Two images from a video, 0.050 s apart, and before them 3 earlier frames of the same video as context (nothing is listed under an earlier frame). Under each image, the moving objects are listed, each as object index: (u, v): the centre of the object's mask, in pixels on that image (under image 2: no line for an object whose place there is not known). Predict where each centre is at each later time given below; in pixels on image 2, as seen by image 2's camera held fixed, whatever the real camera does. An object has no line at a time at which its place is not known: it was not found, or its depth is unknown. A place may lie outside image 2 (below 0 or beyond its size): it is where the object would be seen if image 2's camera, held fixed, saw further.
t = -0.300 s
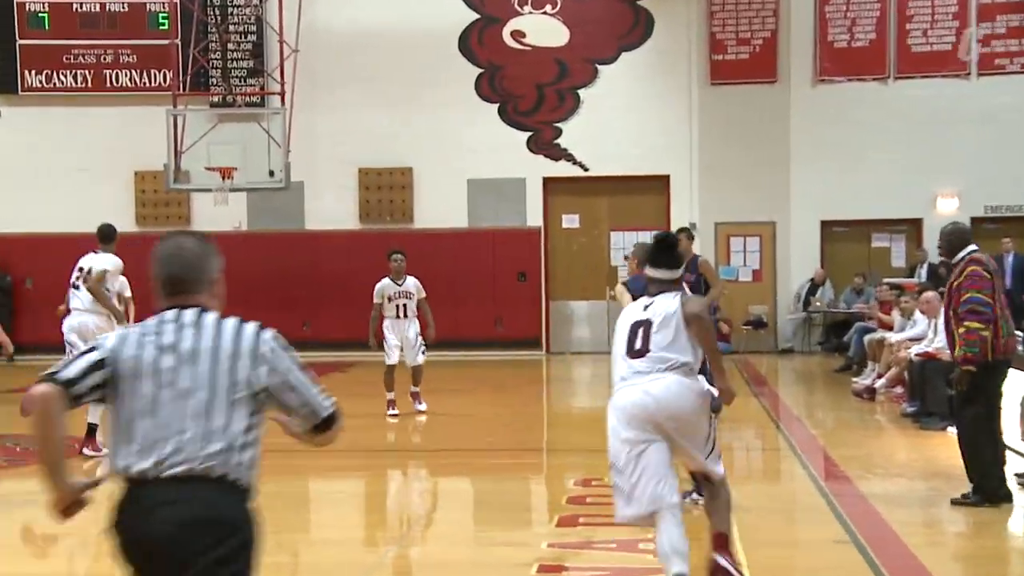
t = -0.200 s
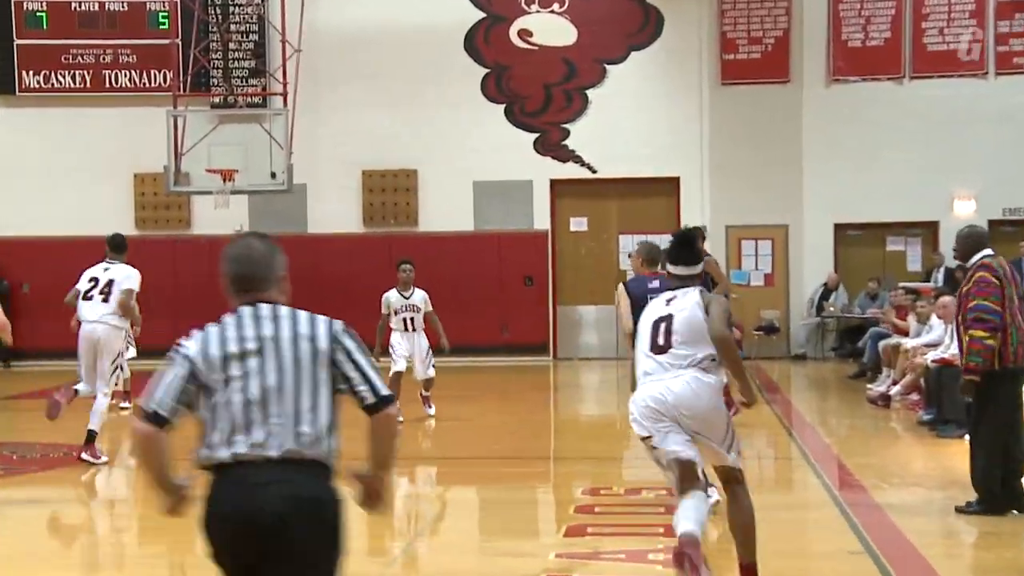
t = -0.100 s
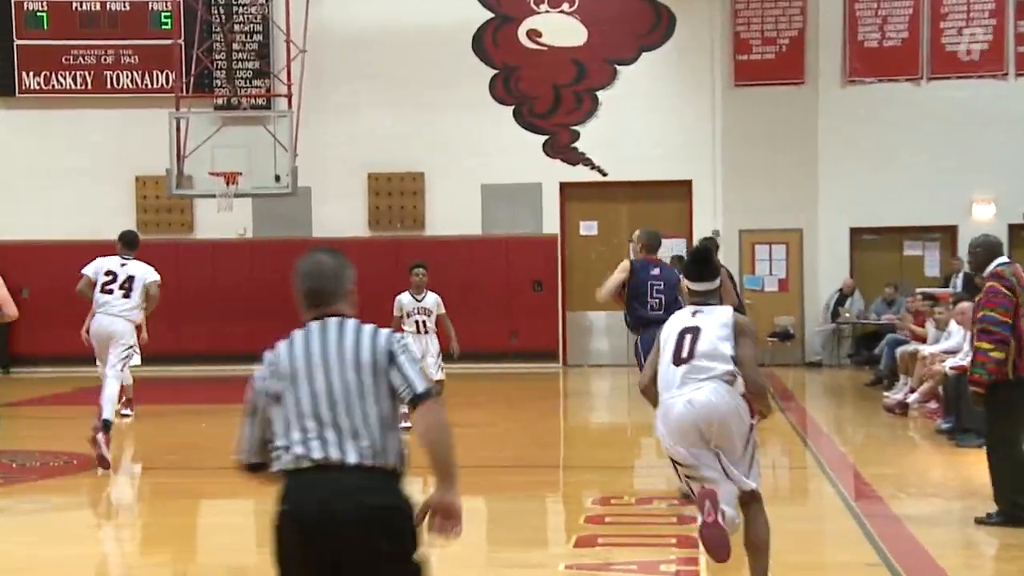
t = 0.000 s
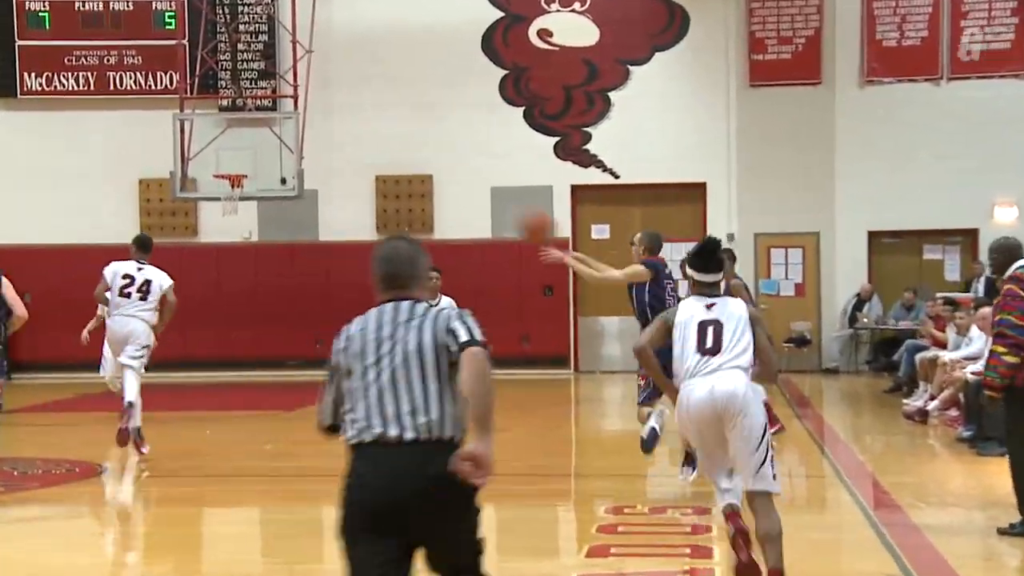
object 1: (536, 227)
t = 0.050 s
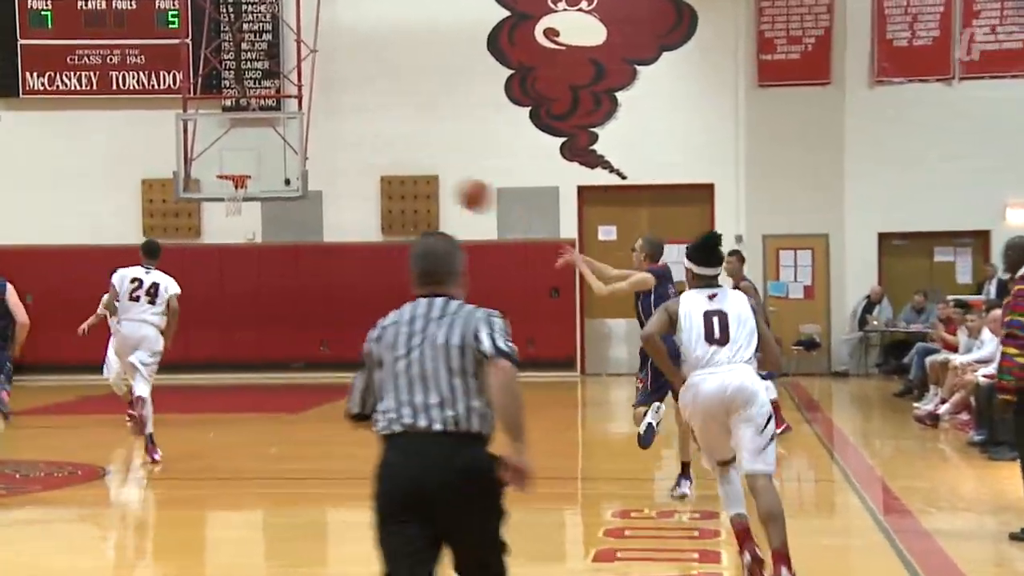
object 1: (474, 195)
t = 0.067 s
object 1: (455, 185)
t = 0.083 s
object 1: (434, 176)
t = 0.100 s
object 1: (412, 166)
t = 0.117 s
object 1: (391, 157)
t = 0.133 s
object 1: (372, 150)
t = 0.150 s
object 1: (353, 143)
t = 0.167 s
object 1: (334, 135)
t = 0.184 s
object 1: (315, 129)
